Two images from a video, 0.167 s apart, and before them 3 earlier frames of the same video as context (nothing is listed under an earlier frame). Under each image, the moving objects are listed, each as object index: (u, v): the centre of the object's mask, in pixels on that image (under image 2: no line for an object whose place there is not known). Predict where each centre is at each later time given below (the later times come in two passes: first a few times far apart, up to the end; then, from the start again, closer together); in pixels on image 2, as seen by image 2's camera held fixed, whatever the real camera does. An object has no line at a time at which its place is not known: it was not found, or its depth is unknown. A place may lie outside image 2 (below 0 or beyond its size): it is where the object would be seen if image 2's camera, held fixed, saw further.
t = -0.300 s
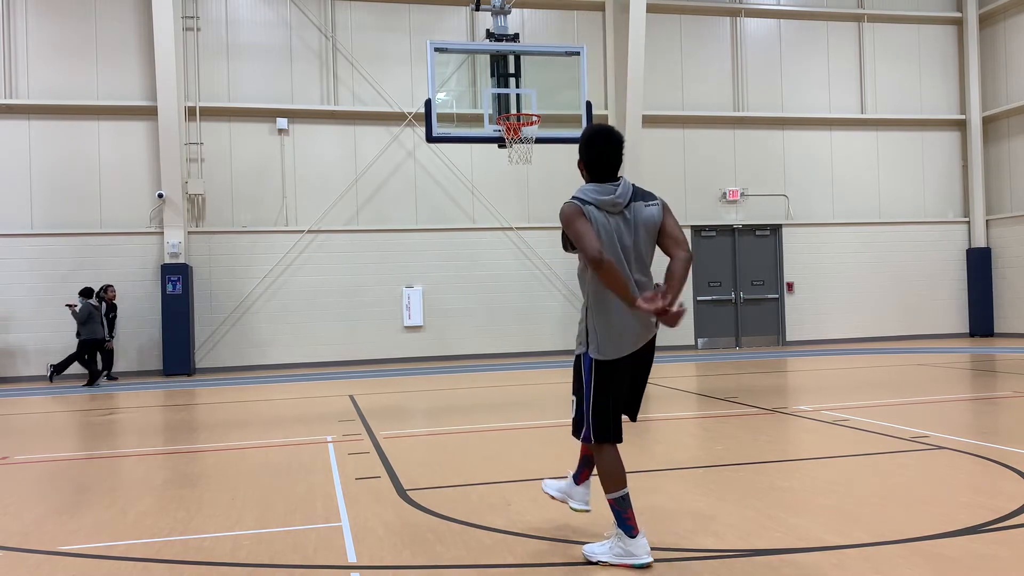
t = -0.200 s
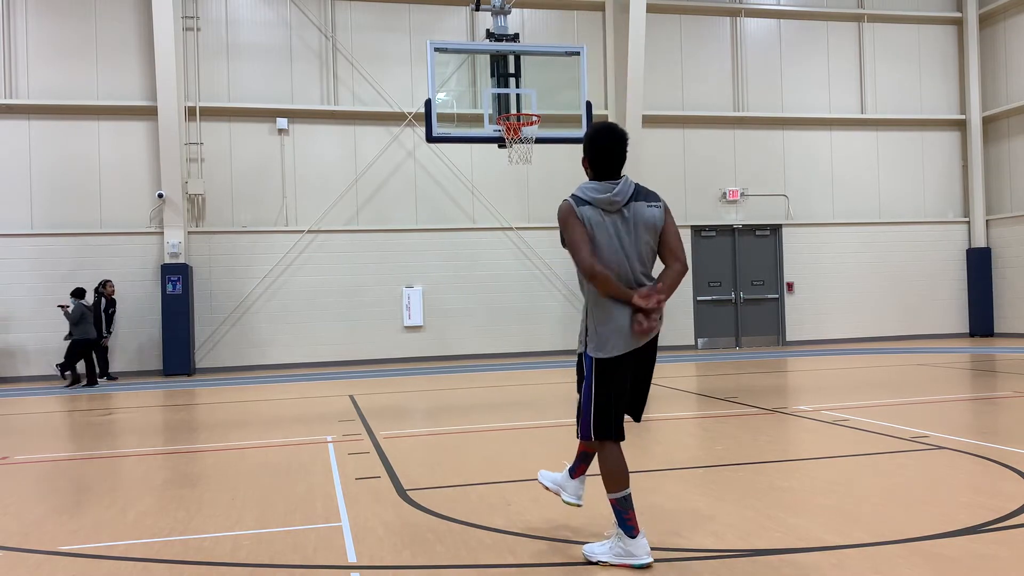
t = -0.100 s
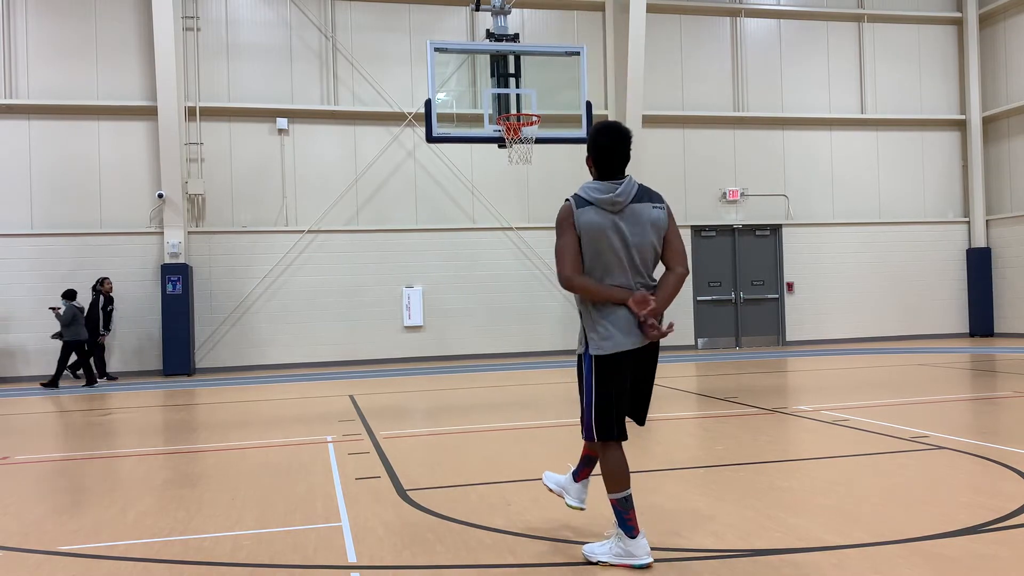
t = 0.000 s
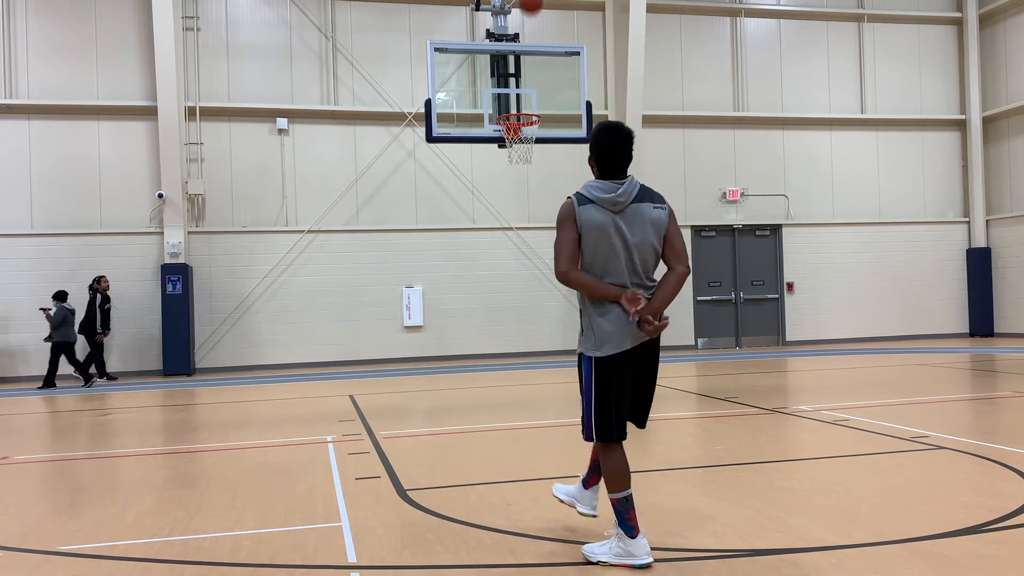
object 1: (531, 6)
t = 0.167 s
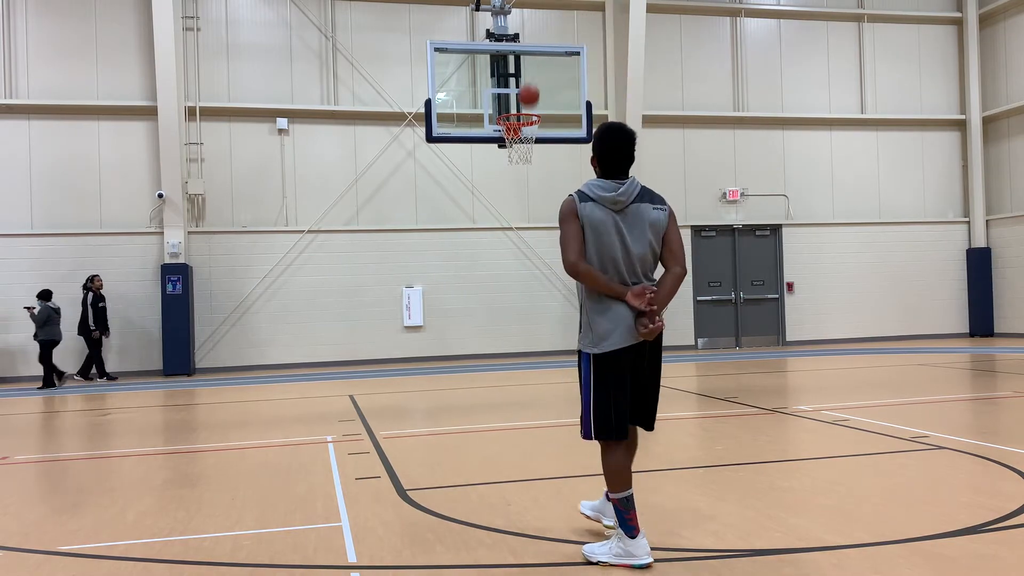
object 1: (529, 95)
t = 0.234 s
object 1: (529, 133)
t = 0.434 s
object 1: (509, 172)
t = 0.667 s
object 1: (492, 247)
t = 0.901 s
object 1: (477, 362)
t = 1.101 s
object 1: (462, 315)
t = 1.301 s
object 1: (448, 260)
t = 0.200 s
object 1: (528, 108)
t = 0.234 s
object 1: (529, 133)
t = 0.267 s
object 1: (522, 143)
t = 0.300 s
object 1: (521, 147)
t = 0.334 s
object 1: (518, 151)
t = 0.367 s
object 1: (514, 157)
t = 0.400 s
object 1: (512, 164)
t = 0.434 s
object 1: (509, 172)
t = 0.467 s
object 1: (506, 180)
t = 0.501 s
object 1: (504, 189)
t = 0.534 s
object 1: (501, 199)
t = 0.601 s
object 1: (496, 222)
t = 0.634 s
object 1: (494, 234)
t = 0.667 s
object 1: (492, 247)
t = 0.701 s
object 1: (489, 261)
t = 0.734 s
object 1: (487, 276)
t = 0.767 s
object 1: (485, 291)
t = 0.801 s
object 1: (483, 308)
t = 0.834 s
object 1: (481, 325)
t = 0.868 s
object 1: (479, 342)
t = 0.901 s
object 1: (477, 362)
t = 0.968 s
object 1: (472, 369)
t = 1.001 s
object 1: (470, 353)
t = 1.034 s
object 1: (467, 340)
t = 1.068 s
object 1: (464, 327)
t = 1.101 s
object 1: (462, 315)
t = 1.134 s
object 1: (460, 303)
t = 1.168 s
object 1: (457, 293)
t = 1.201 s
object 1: (455, 283)
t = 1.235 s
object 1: (453, 275)
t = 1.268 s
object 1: (450, 267)
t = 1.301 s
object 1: (448, 260)
